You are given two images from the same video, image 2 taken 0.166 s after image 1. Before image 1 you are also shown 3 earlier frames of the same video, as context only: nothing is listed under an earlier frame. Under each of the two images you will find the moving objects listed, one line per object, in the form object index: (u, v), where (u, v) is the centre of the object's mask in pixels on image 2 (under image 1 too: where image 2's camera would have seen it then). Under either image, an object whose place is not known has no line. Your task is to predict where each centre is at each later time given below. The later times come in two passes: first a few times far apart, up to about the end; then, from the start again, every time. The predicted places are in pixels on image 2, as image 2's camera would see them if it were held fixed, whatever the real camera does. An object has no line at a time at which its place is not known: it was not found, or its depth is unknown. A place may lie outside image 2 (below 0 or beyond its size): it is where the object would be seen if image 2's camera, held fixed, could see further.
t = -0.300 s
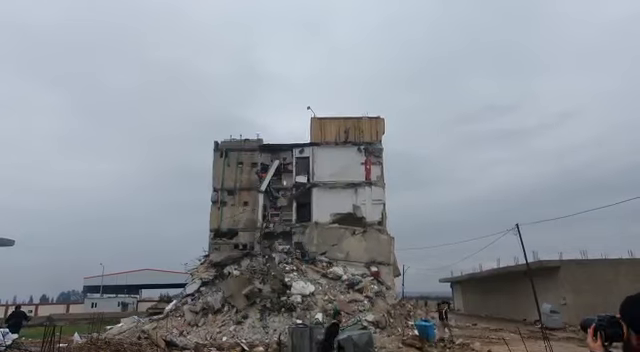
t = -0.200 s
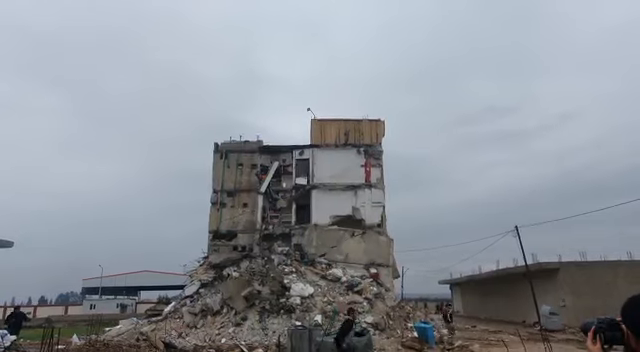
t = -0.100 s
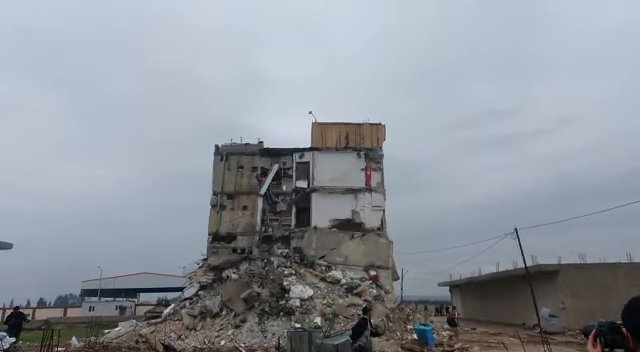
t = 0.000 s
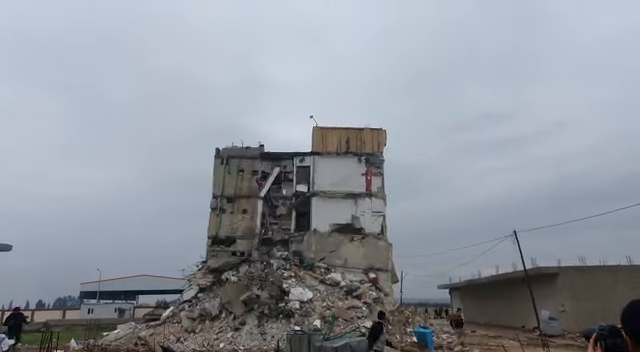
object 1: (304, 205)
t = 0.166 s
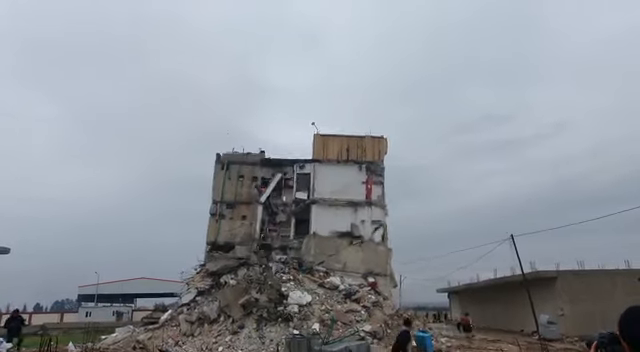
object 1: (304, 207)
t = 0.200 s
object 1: (305, 208)
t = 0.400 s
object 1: (306, 210)
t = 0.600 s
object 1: (307, 213)
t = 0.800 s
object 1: (309, 215)
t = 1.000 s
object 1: (312, 219)
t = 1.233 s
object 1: (315, 221)
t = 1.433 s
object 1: (319, 223)
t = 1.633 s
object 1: (324, 226)
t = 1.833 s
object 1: (329, 229)
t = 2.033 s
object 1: (344, 229)
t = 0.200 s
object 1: (305, 208)
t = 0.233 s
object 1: (305, 208)
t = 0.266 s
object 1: (305, 209)
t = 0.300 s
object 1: (305, 209)
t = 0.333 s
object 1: (306, 209)
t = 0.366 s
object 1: (306, 210)
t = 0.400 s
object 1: (306, 210)
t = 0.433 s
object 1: (306, 211)
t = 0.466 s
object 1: (306, 211)
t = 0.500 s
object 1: (306, 211)
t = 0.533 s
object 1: (307, 212)
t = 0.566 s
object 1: (307, 212)
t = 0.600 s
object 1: (307, 213)
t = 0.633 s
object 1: (307, 214)
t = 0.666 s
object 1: (308, 214)
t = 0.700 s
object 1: (308, 214)
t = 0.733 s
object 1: (308, 215)
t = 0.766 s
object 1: (308, 214)
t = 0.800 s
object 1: (309, 215)
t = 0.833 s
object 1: (310, 216)
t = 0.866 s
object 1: (310, 216)
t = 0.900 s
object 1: (311, 217)
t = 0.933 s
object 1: (311, 218)
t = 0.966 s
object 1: (311, 218)
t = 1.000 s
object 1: (312, 219)
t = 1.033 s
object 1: (312, 219)
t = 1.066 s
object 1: (313, 219)
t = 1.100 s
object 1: (313, 220)
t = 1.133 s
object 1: (313, 220)
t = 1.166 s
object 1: (314, 220)
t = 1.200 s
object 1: (315, 220)
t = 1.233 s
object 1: (315, 221)
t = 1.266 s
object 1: (316, 222)
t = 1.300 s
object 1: (317, 222)
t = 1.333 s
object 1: (317, 222)
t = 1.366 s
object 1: (318, 223)
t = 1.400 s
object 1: (319, 223)
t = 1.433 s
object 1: (319, 223)
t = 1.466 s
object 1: (320, 224)
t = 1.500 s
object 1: (320, 224)
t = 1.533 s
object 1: (321, 224)
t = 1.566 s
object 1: (321, 225)
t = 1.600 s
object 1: (322, 225)
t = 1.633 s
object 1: (324, 226)
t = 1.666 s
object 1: (325, 226)
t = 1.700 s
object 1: (325, 227)
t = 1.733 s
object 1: (326, 227)
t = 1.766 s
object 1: (326, 228)
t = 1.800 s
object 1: (336, 221)
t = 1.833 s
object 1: (329, 229)
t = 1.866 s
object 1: (338, 222)
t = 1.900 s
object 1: (339, 224)
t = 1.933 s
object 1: (339, 224)
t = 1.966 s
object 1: (341, 226)
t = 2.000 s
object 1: (342, 227)
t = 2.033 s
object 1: (344, 229)
